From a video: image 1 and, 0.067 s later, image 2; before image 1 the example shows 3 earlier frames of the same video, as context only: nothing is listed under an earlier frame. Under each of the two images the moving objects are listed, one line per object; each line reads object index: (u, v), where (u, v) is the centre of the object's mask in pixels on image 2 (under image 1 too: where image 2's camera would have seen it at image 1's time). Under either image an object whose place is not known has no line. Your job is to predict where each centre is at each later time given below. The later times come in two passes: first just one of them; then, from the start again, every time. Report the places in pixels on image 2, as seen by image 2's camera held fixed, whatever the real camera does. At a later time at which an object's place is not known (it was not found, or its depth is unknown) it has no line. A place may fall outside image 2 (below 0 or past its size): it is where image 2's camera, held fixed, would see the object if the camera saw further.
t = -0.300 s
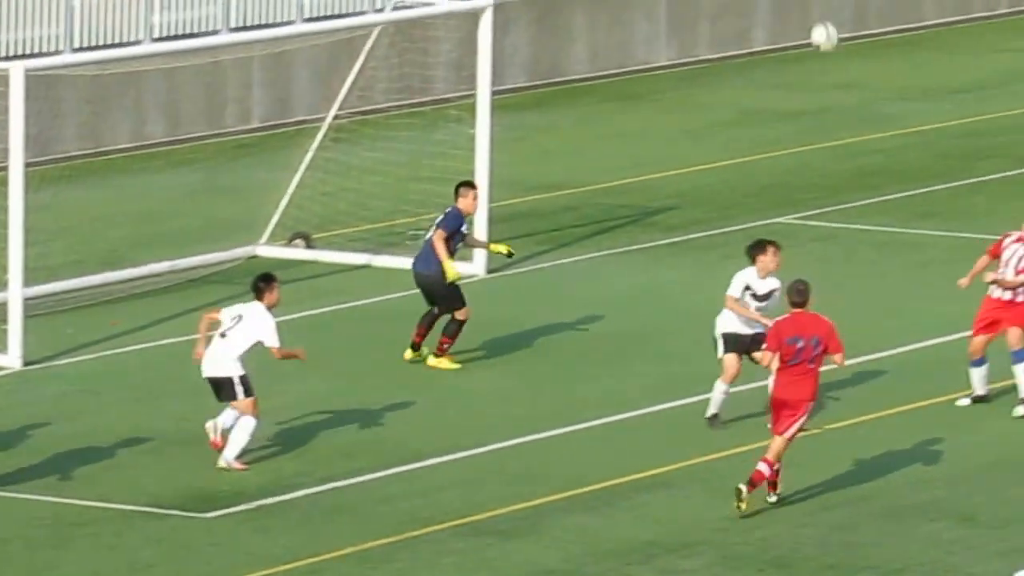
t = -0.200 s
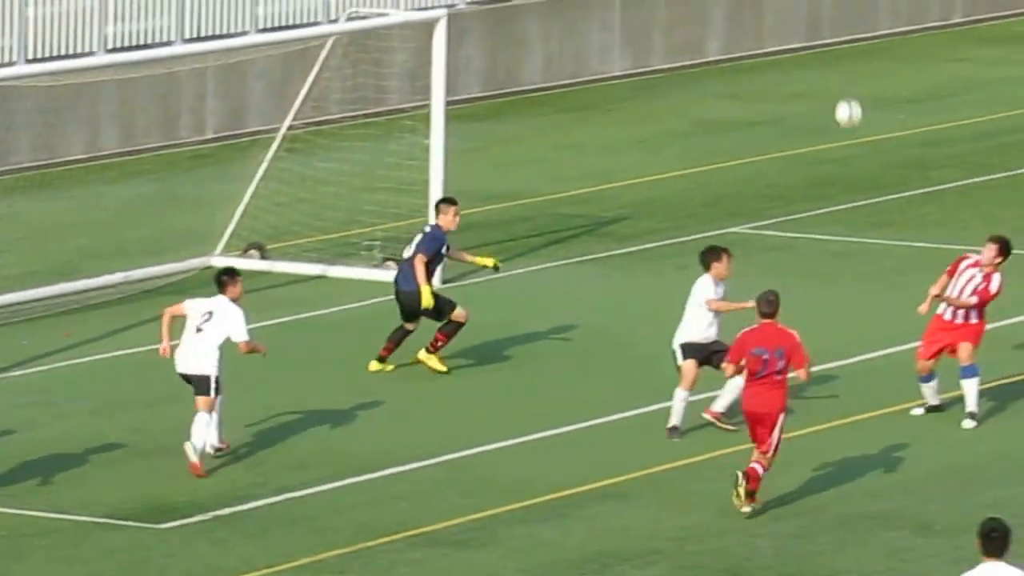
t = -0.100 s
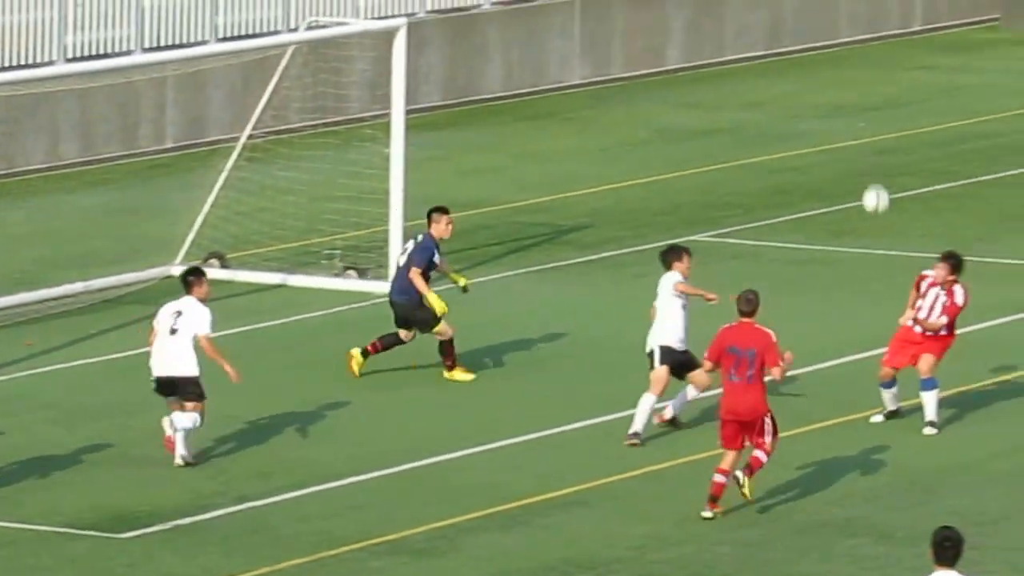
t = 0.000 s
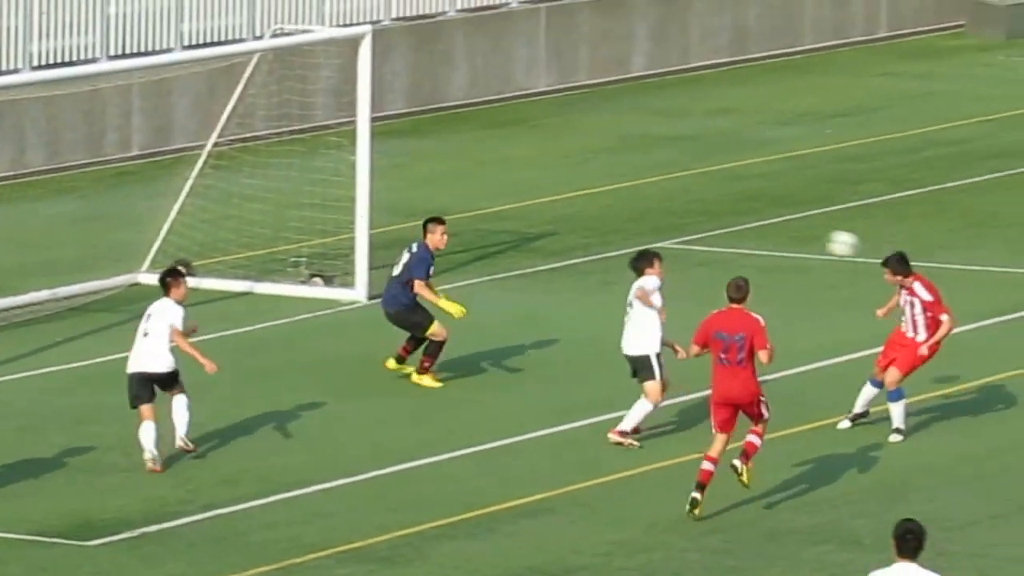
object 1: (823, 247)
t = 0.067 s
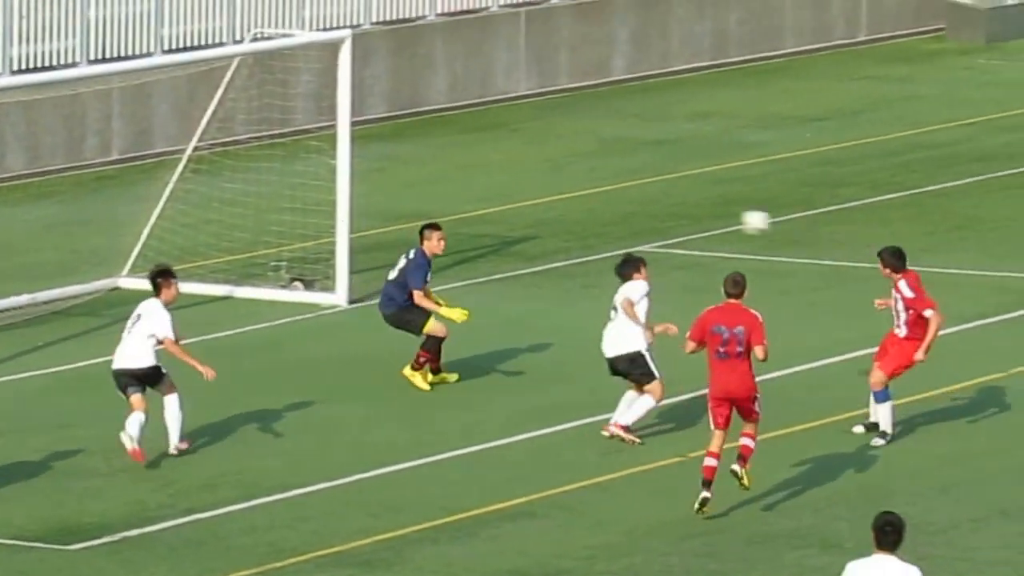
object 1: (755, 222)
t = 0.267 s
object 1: (560, 178)
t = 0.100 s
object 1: (721, 211)
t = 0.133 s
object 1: (689, 202)
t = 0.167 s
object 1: (656, 194)
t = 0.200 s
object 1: (623, 188)
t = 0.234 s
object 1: (591, 182)
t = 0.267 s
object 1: (560, 178)
